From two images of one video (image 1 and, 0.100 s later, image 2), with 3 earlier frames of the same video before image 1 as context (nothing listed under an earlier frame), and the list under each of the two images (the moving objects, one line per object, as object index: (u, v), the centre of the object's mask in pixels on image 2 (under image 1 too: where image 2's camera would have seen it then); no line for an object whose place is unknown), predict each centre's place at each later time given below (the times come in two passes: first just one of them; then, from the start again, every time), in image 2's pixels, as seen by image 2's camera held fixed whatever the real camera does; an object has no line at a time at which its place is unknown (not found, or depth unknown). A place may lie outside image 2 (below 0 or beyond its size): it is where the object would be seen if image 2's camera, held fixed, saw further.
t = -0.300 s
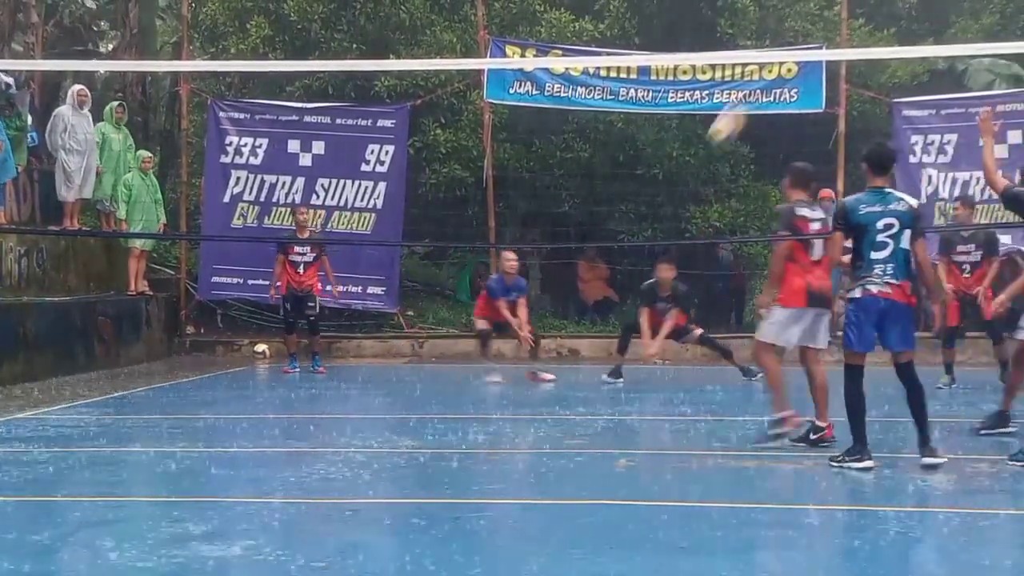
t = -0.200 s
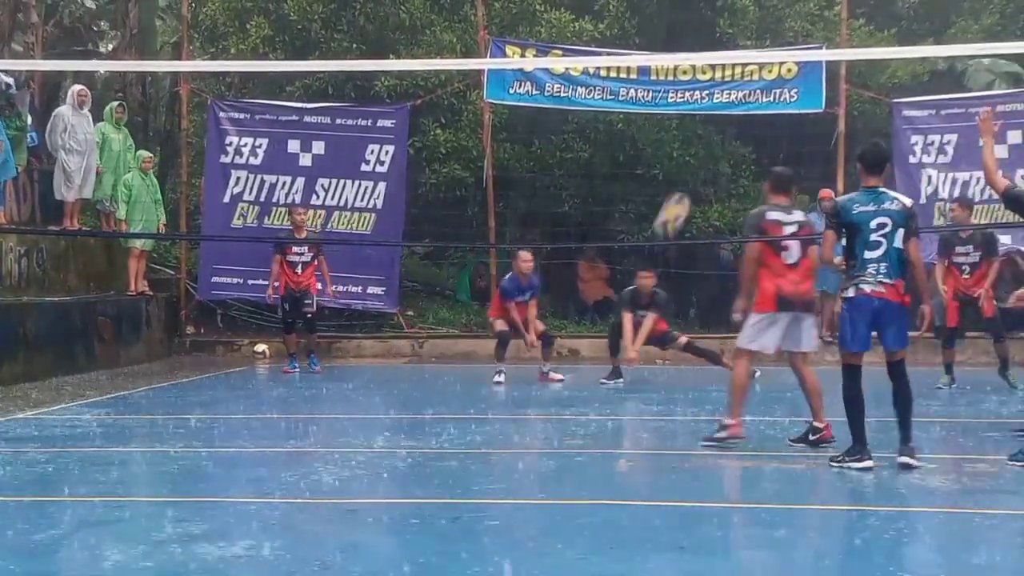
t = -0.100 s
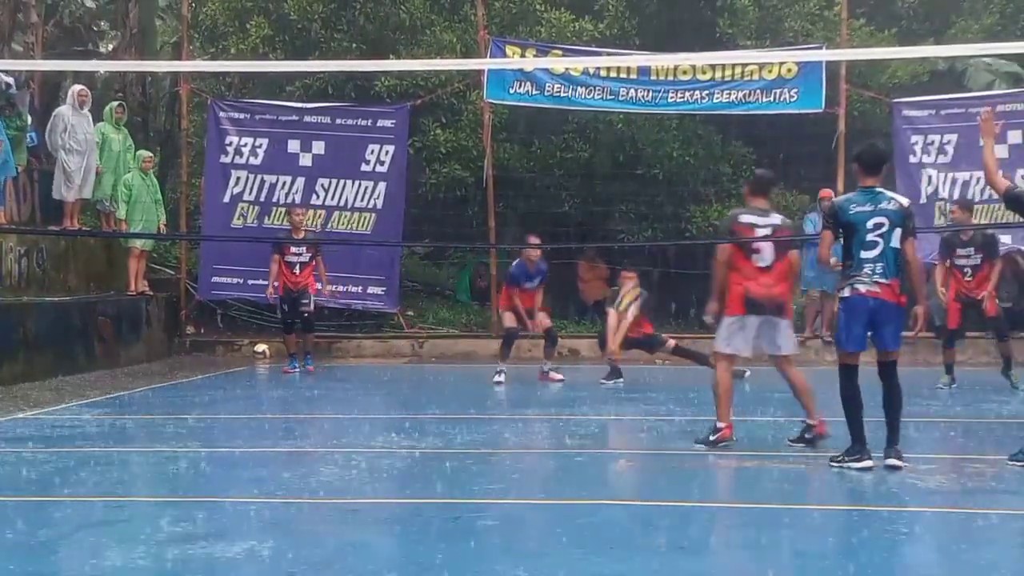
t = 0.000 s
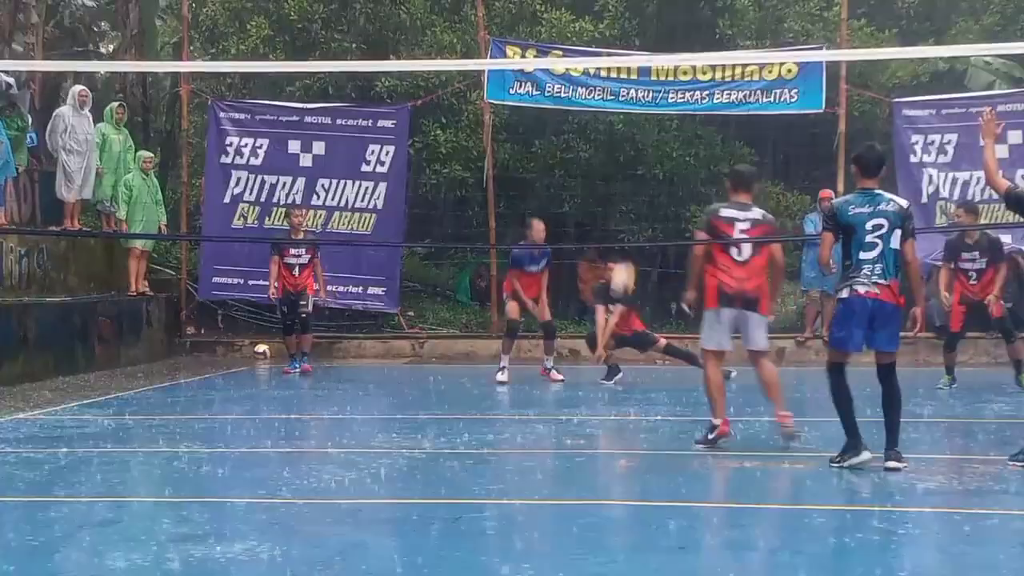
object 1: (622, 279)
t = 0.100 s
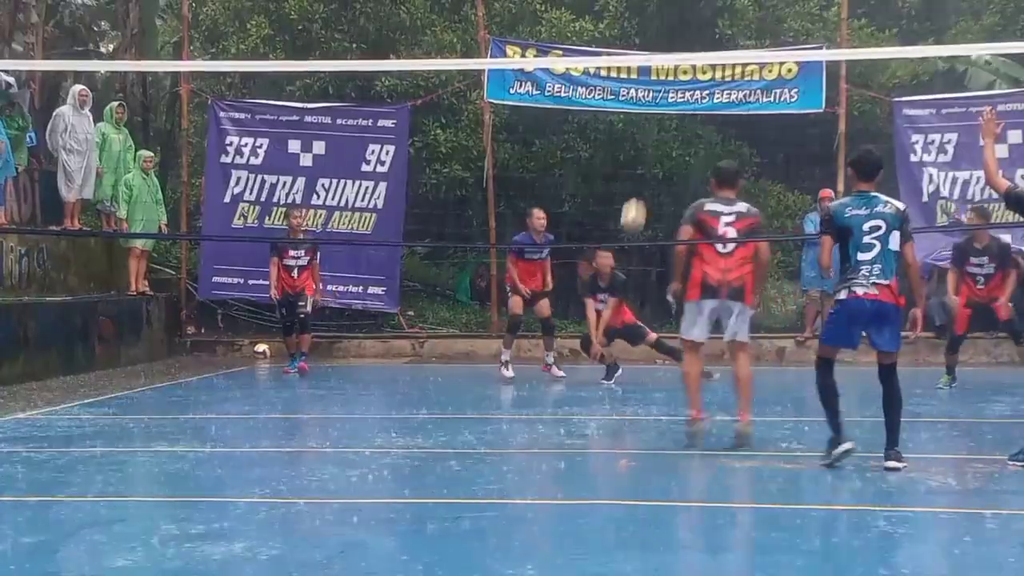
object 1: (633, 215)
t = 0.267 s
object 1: (651, 132)
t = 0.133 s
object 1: (636, 198)
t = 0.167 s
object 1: (640, 178)
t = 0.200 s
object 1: (643, 161)
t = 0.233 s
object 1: (647, 145)
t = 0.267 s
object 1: (651, 132)
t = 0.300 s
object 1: (654, 118)
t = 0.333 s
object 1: (658, 103)
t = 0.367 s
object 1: (663, 90)
